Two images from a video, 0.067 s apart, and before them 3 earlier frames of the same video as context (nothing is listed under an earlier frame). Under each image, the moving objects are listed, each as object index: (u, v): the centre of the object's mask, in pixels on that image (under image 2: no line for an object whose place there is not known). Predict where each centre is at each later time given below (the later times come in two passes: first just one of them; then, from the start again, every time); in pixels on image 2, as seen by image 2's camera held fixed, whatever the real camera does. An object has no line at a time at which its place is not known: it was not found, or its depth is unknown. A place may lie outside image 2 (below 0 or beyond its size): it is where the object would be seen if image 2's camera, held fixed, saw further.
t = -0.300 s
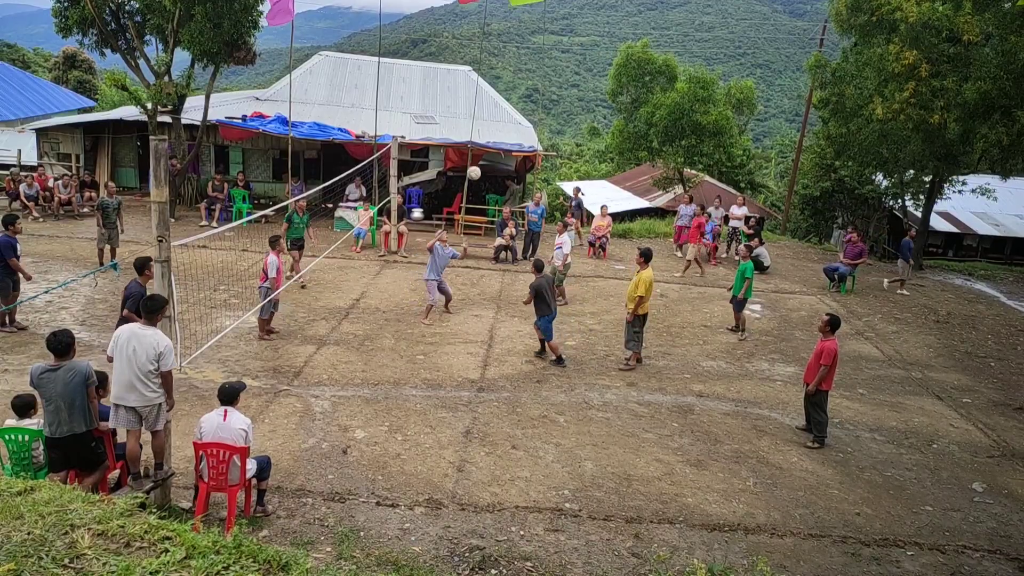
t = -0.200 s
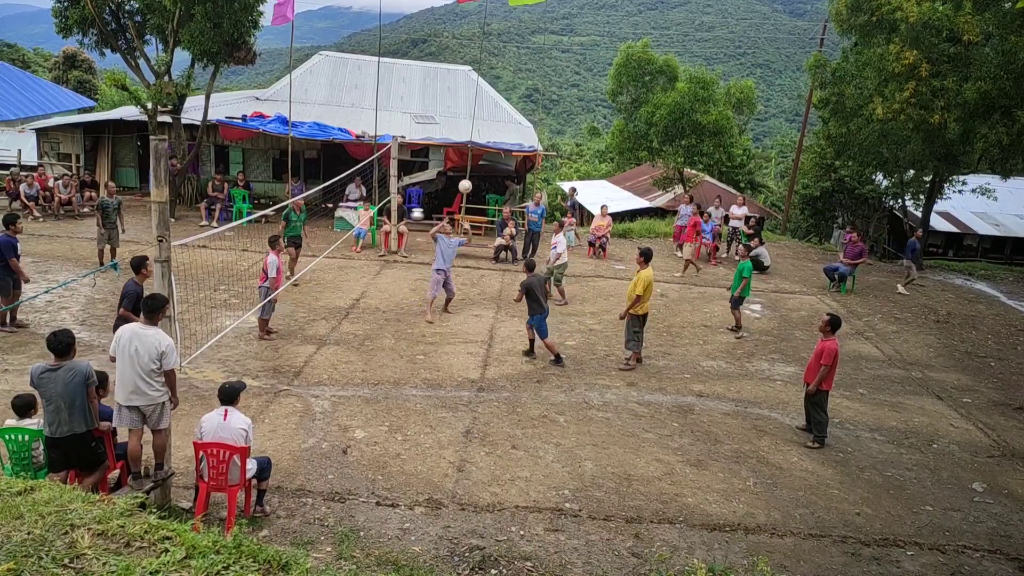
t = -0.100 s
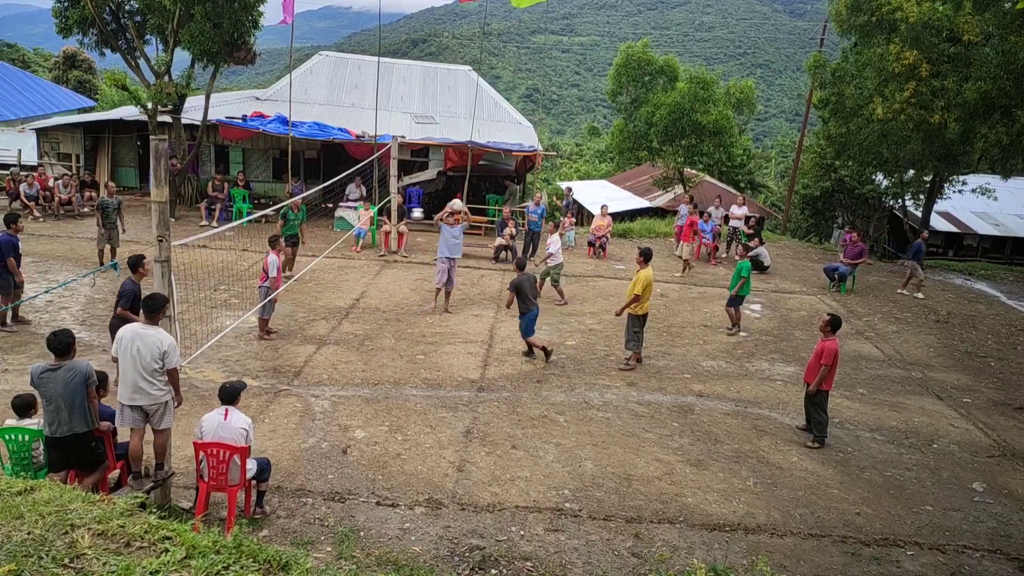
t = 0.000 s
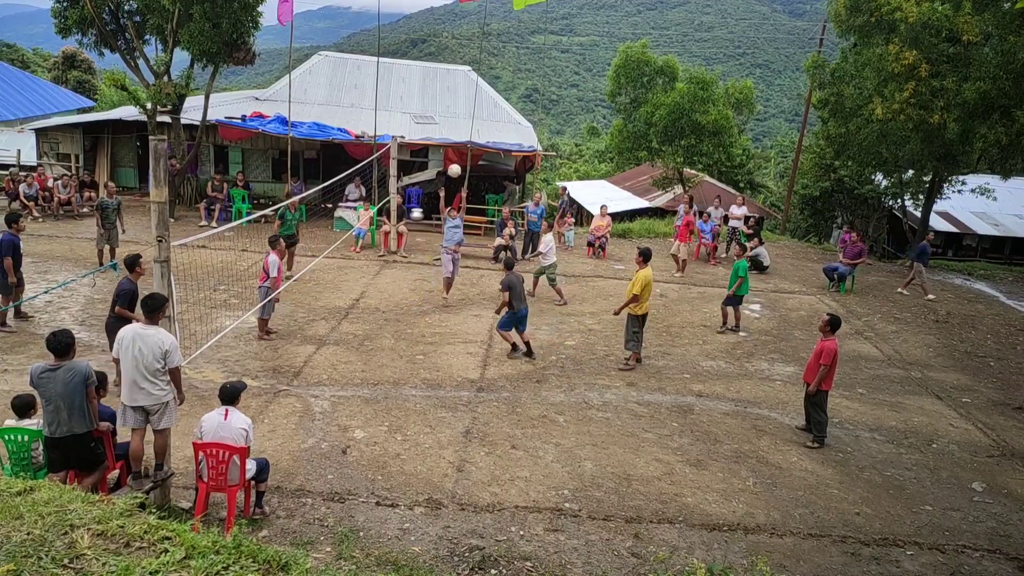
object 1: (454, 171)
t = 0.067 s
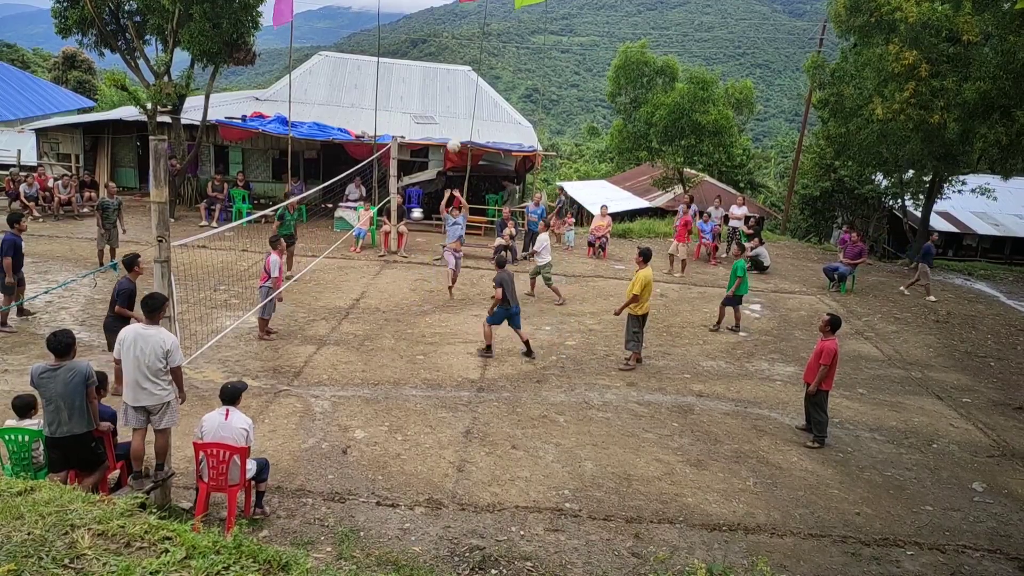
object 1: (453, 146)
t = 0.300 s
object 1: (448, 75)
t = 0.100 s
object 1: (453, 134)
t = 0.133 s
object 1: (452, 123)
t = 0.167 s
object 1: (451, 112)
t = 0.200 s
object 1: (451, 102)
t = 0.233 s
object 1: (450, 92)
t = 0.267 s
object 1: (449, 83)
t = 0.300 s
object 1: (448, 75)
